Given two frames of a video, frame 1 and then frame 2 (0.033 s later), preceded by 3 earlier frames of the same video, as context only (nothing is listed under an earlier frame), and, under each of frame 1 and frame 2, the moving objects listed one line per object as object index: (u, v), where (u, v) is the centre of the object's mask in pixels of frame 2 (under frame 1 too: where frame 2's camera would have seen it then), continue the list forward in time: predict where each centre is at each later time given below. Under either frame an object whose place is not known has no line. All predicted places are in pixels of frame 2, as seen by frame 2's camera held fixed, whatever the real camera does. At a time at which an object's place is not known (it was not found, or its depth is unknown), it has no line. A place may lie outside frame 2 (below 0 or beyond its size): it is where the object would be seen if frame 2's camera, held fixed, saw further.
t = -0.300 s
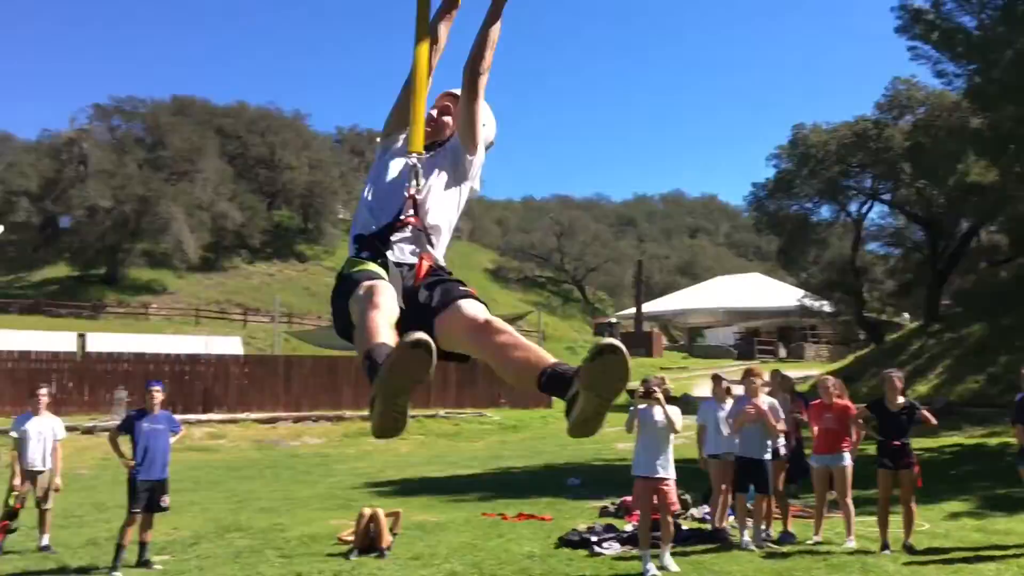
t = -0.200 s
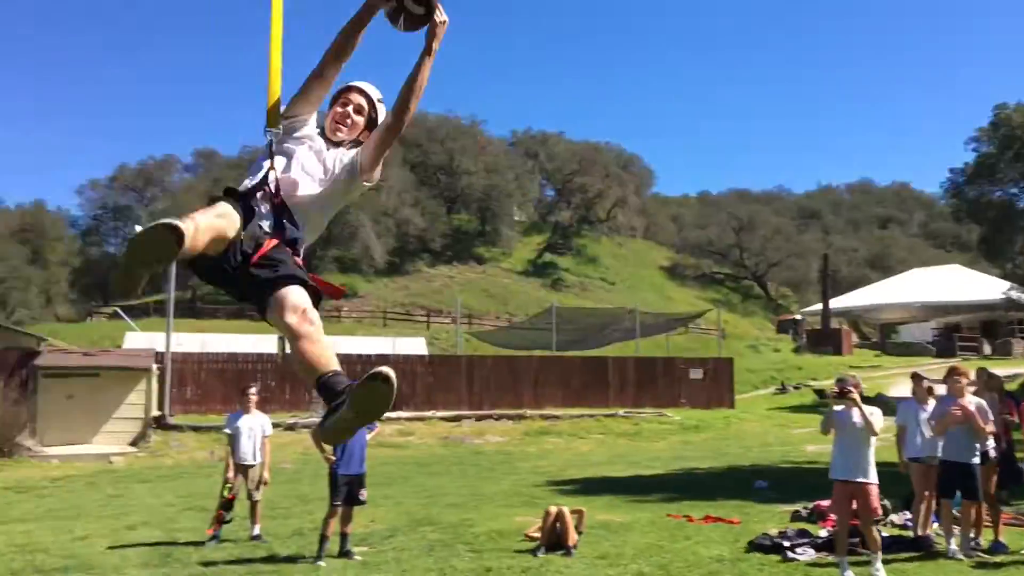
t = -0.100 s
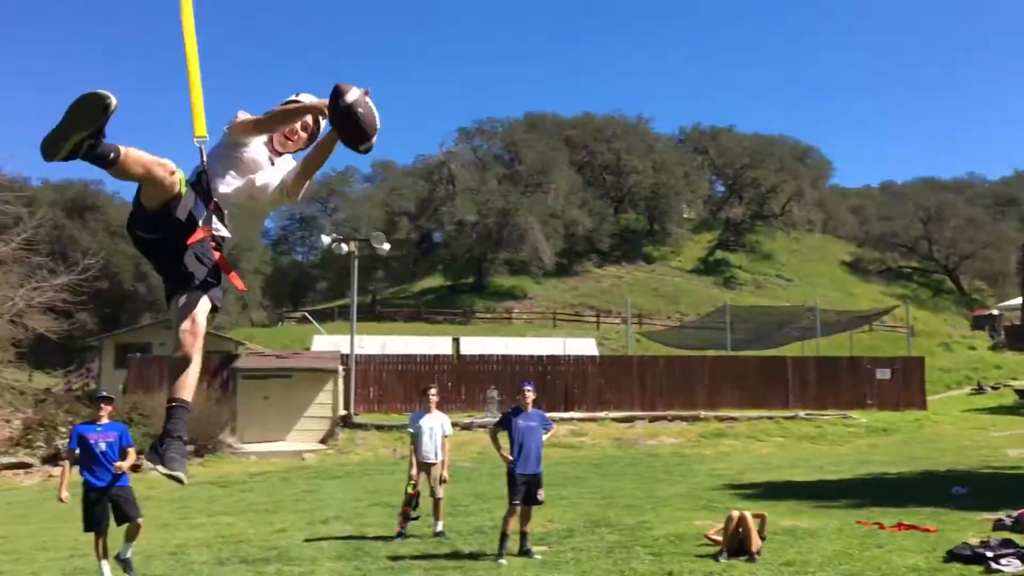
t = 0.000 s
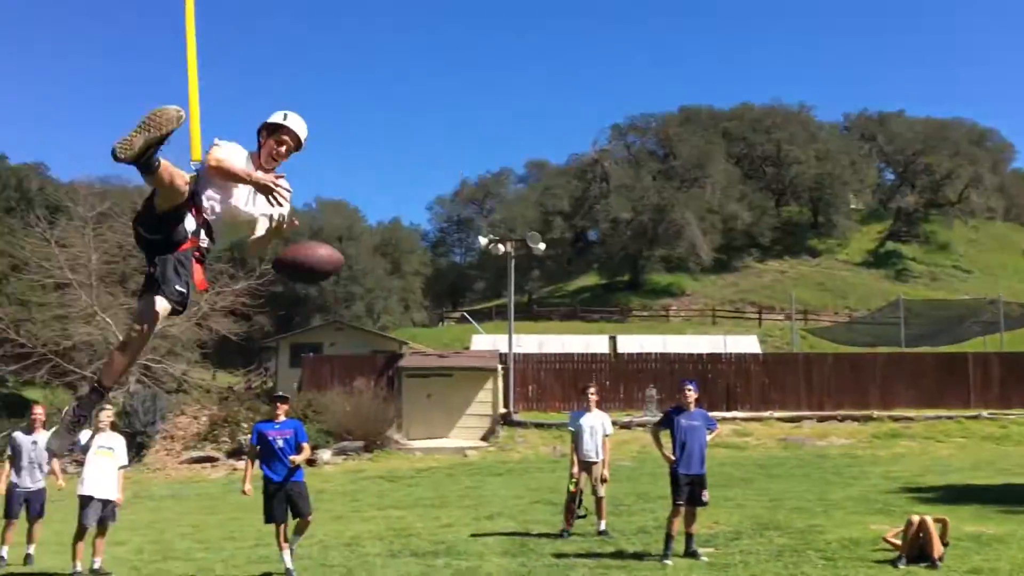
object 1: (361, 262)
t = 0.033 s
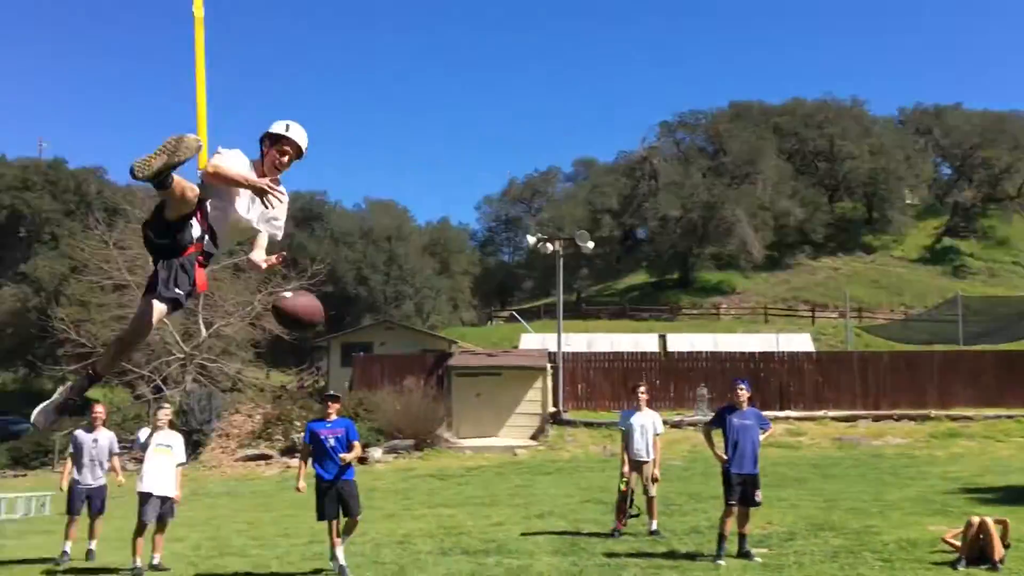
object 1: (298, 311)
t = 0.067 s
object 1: (238, 361)
